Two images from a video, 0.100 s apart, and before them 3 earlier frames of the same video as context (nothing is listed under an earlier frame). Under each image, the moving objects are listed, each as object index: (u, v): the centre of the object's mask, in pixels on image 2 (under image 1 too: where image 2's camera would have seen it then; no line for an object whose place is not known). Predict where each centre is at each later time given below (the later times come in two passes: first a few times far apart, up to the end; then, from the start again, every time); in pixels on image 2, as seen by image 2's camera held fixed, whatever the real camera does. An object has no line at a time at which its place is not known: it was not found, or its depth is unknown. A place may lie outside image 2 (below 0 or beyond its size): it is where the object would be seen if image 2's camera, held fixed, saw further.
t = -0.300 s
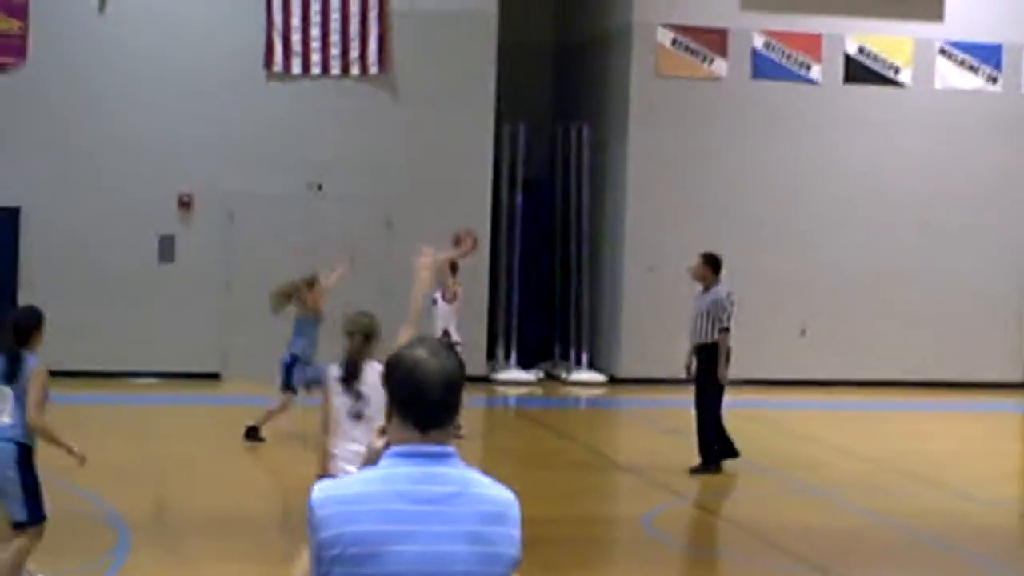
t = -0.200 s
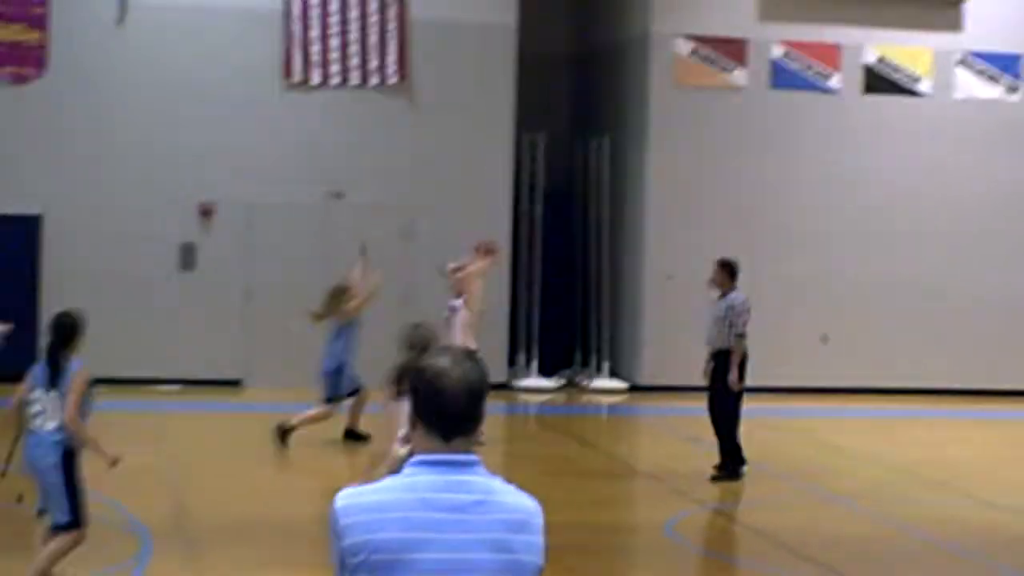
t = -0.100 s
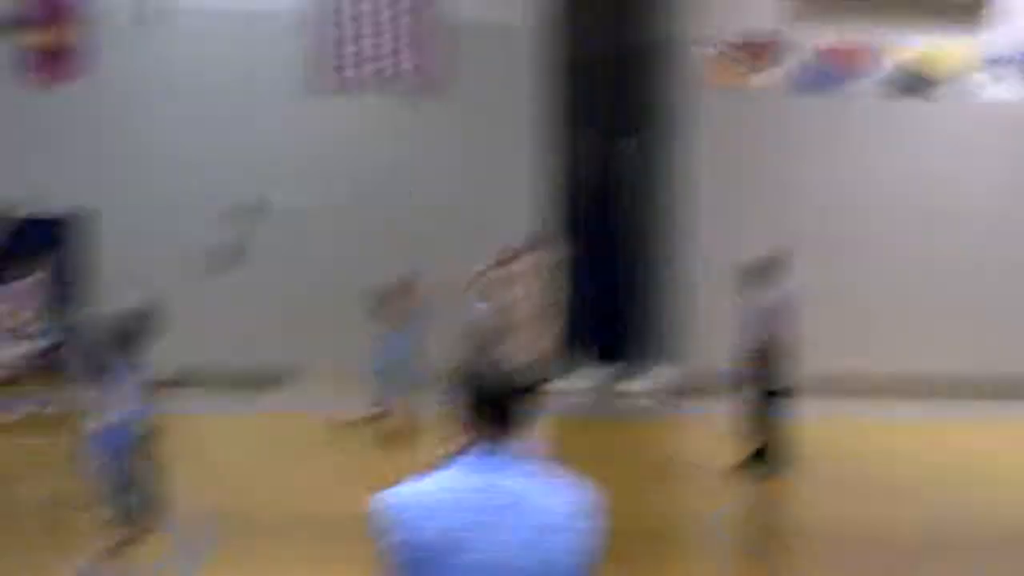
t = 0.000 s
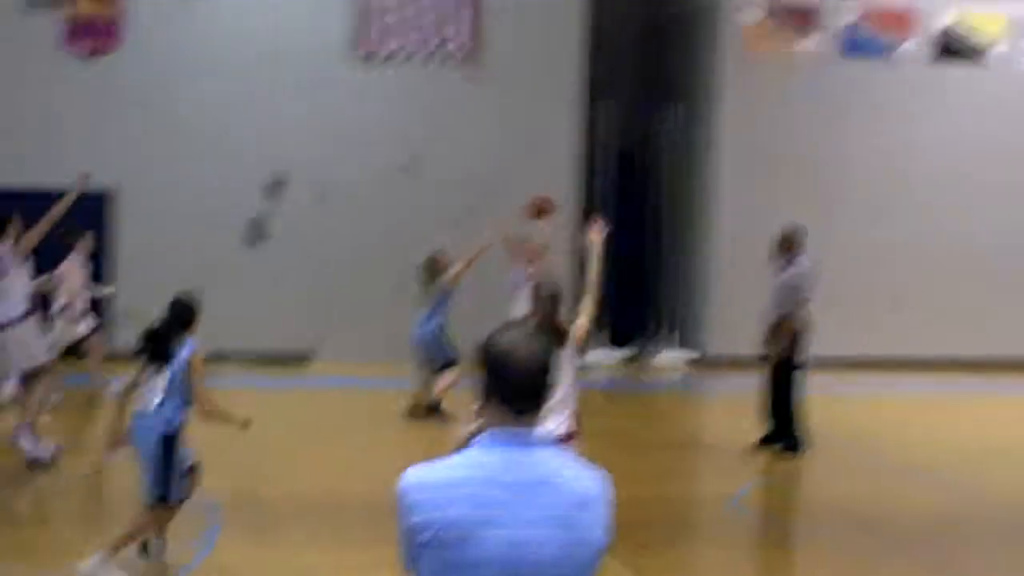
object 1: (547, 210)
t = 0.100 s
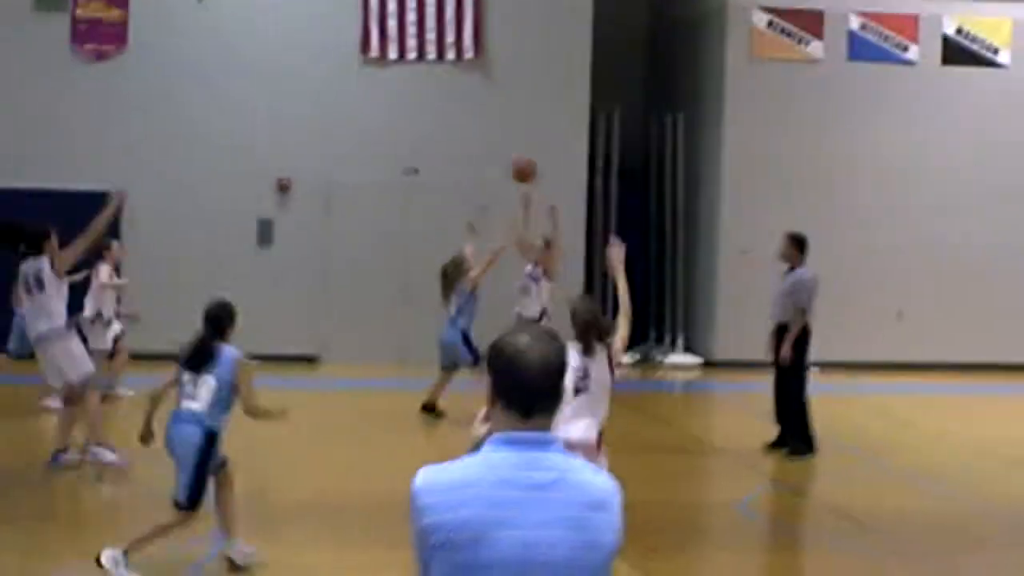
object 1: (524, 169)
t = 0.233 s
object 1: (482, 133)
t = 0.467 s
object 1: (397, 116)
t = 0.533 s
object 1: (371, 123)
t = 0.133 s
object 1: (514, 160)
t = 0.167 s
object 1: (503, 151)
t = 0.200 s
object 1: (492, 140)
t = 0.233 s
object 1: (482, 133)
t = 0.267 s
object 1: (471, 127)
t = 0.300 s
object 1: (459, 122)
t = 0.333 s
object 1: (447, 118)
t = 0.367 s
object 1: (434, 116)
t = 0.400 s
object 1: (423, 115)
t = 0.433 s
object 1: (411, 115)
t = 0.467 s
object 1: (397, 116)
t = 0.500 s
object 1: (384, 119)
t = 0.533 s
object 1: (371, 123)
